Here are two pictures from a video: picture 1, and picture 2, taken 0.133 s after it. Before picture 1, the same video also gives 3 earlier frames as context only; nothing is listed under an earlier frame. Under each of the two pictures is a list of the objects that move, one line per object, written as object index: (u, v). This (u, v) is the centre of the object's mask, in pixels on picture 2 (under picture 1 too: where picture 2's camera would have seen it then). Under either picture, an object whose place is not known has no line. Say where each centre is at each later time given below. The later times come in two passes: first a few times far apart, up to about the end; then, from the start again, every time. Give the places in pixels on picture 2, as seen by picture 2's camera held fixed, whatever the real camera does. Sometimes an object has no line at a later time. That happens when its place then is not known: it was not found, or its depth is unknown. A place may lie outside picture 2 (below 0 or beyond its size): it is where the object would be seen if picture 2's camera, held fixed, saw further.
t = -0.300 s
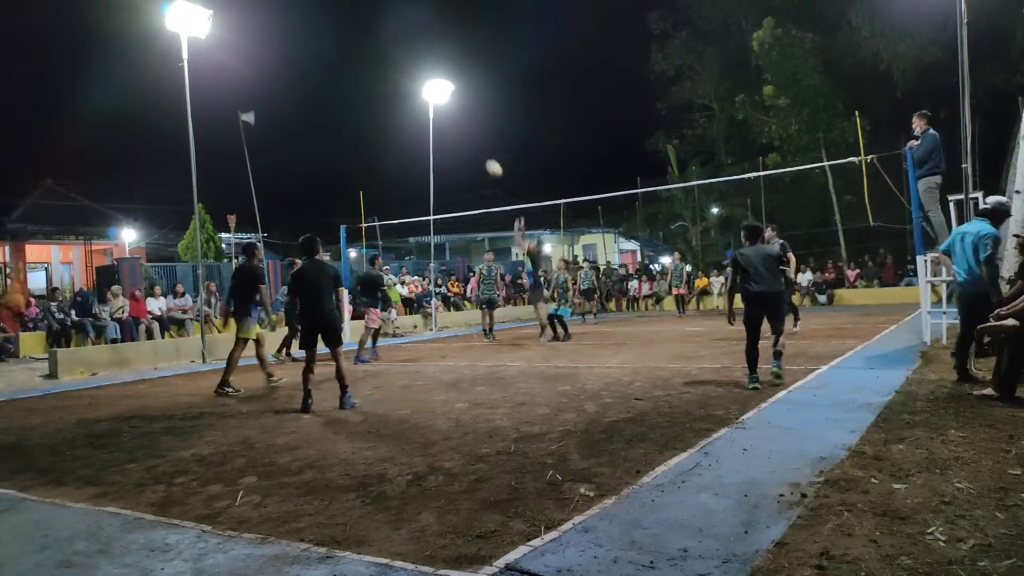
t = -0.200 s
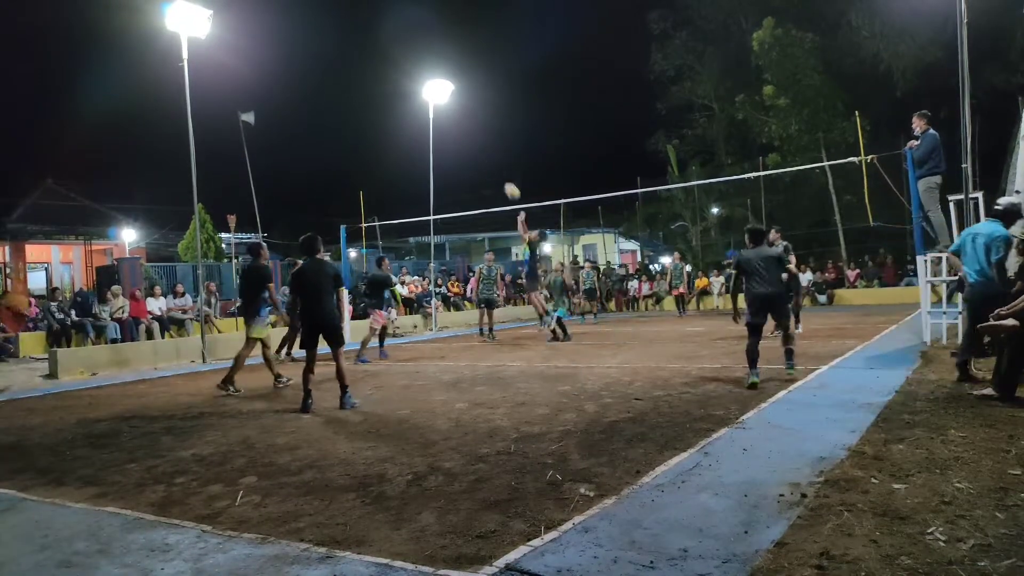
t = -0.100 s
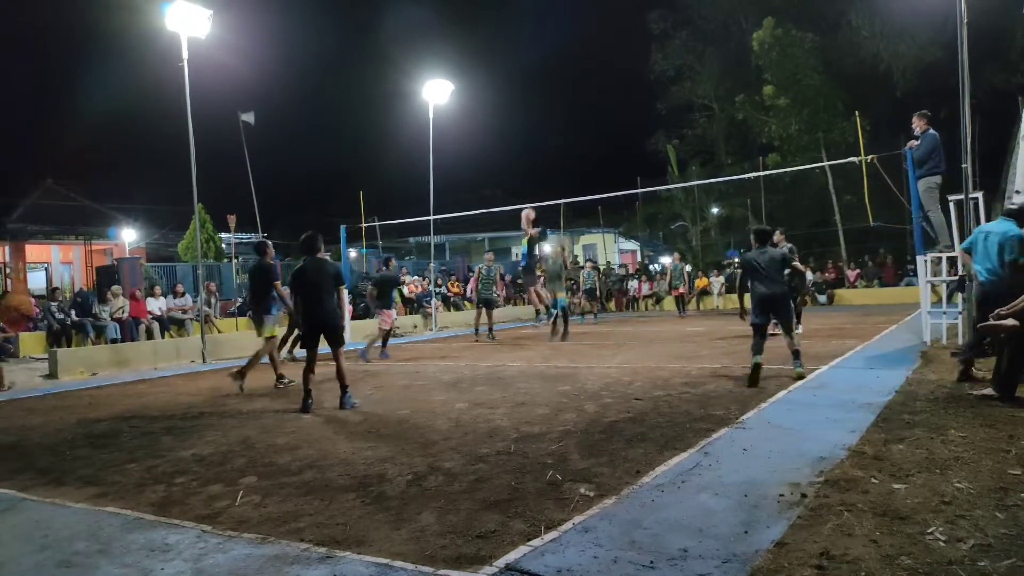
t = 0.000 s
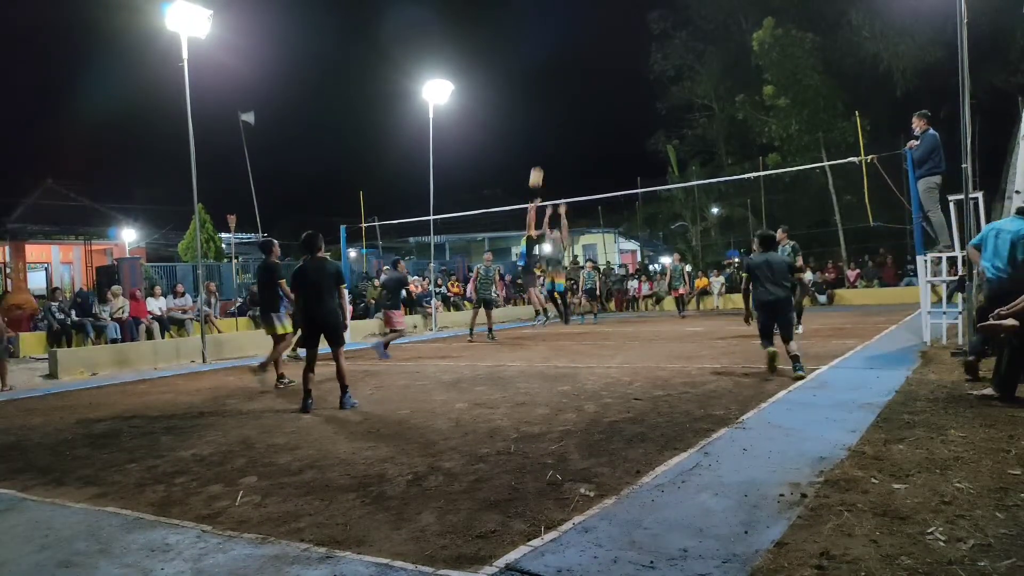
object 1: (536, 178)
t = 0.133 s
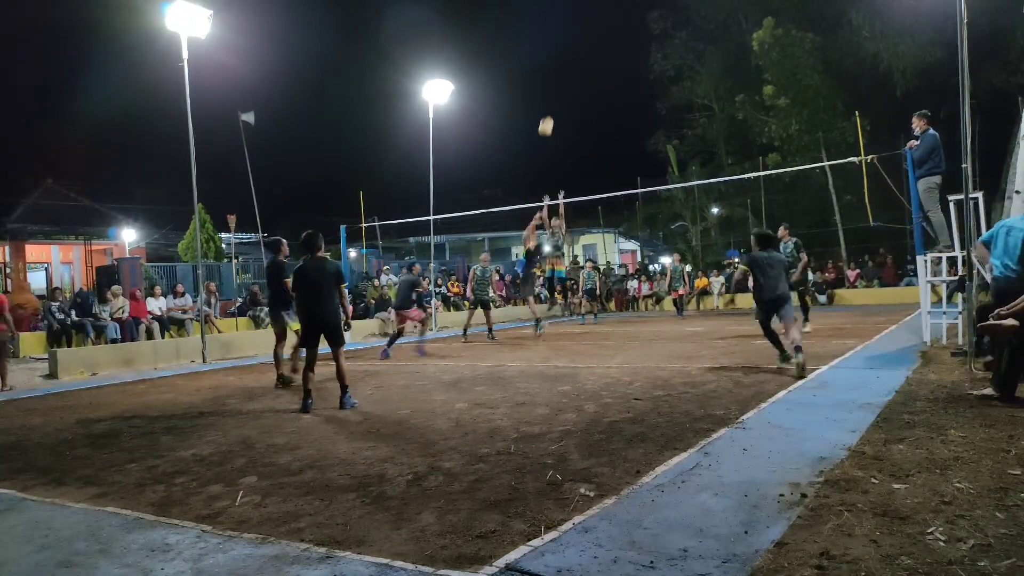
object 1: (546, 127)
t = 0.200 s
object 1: (551, 105)
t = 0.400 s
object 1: (567, 55)
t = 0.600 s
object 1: (585, 28)
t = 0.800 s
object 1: (606, 25)
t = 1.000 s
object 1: (628, 49)
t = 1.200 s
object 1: (654, 101)
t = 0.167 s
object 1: (549, 115)
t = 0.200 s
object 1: (551, 105)
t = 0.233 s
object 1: (553, 95)
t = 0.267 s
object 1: (556, 86)
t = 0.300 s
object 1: (558, 78)
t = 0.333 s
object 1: (561, 69)
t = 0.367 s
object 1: (564, 62)
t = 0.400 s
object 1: (567, 55)
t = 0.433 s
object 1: (570, 49)
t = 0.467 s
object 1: (573, 44)
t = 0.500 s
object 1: (576, 39)
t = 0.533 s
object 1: (579, 34)
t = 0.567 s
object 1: (582, 31)
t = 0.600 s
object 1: (585, 28)
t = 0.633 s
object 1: (588, 26)
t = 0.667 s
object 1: (592, 25)
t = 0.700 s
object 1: (595, 24)
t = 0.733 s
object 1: (598, 24)
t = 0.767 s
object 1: (602, 24)
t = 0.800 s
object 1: (606, 25)
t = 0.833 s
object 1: (609, 28)
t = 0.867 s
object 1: (613, 30)
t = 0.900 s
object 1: (617, 34)
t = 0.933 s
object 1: (621, 38)
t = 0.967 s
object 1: (625, 43)
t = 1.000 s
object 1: (628, 49)
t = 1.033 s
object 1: (632, 56)
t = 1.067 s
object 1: (637, 63)
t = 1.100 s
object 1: (641, 72)
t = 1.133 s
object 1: (645, 81)
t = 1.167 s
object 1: (649, 90)
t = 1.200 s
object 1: (654, 101)
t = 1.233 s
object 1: (658, 112)
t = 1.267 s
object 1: (663, 124)
